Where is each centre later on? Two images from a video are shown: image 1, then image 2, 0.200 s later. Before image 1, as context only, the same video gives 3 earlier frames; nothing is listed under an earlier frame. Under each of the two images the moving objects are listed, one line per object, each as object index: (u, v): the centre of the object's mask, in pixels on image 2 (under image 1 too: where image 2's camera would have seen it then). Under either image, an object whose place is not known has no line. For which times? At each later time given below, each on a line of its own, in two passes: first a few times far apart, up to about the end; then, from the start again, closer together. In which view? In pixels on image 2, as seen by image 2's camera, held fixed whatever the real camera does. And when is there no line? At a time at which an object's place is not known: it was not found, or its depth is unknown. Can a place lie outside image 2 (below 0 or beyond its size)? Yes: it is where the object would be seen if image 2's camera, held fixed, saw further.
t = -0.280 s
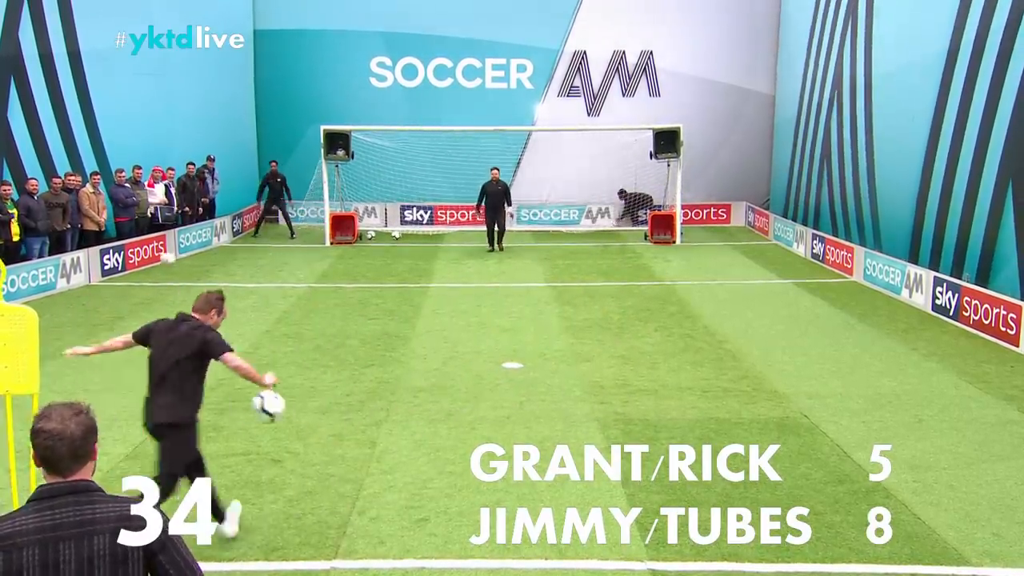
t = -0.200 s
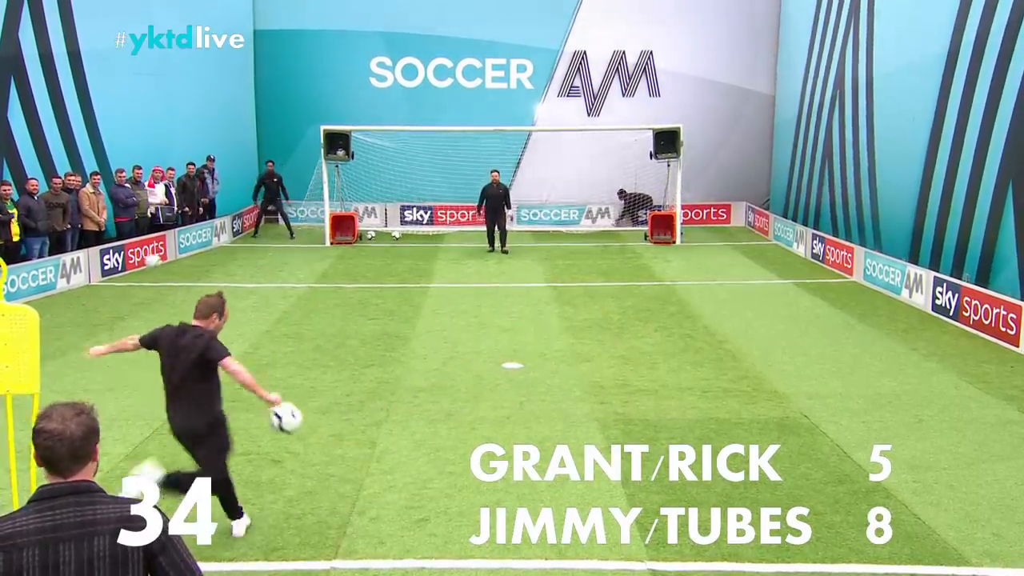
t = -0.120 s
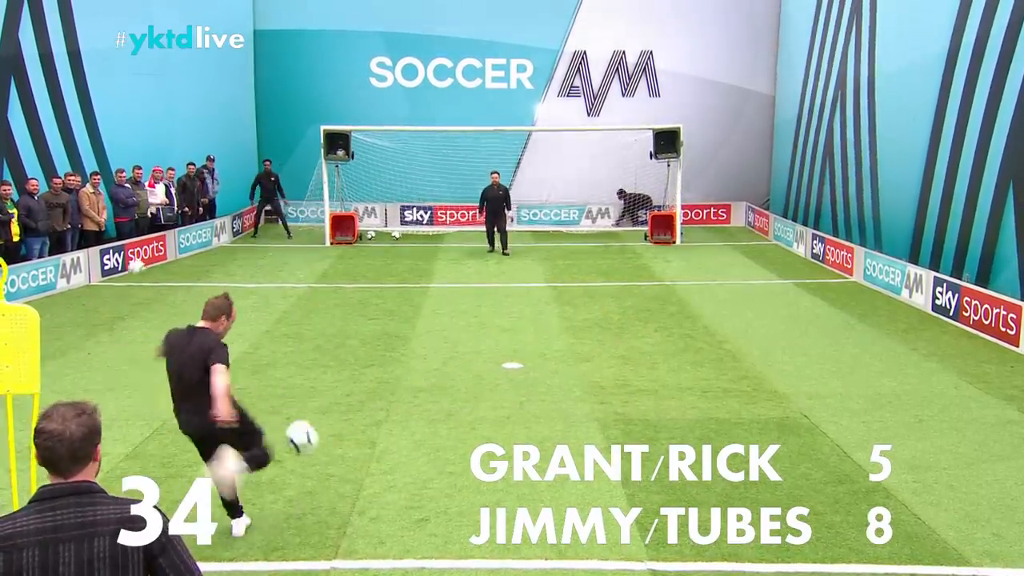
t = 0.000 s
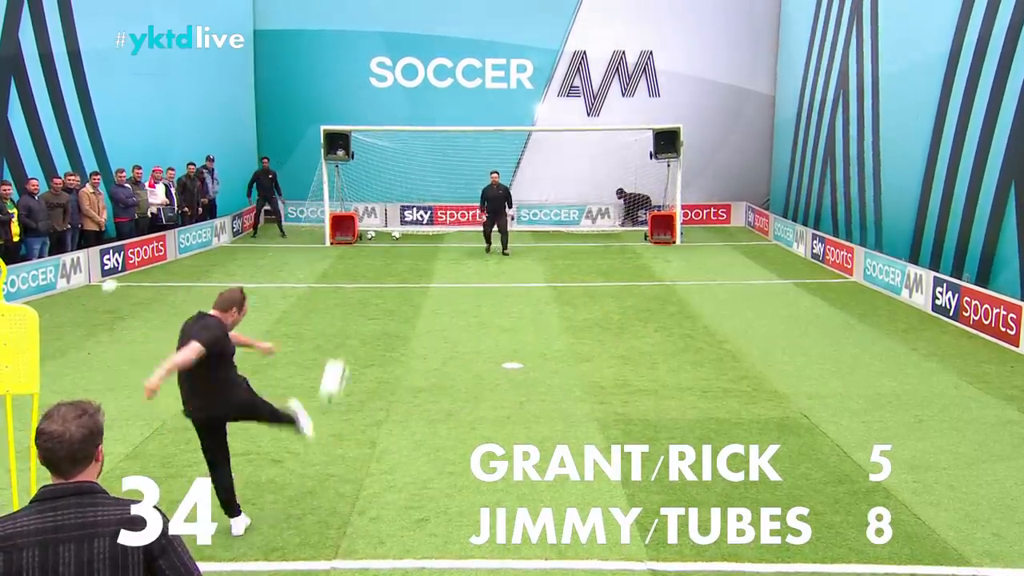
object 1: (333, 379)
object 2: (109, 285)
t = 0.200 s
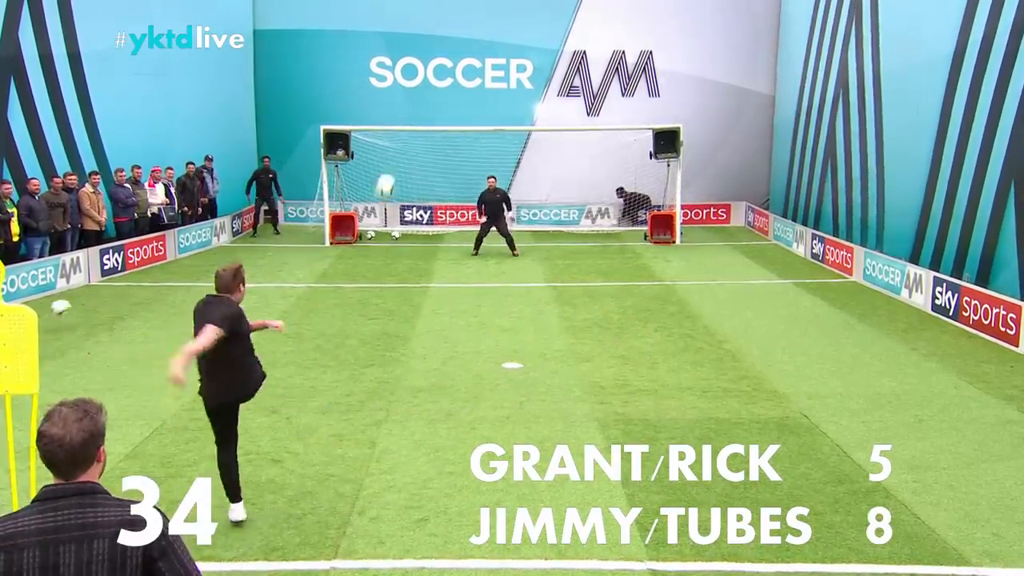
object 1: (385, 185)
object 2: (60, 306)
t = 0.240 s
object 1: (392, 165)
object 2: (50, 307)
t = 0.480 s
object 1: (425, 101)
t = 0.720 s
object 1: (449, 98)
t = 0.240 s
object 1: (392, 165)
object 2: (50, 307)
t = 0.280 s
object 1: (398, 147)
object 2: (41, 307)
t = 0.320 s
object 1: (404, 134)
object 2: (34, 306)
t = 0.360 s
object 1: (410, 122)
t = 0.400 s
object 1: (416, 113)
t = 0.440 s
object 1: (420, 106)
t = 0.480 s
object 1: (425, 101)
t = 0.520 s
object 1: (429, 97)
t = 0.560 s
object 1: (433, 96)
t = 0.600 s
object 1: (437, 94)
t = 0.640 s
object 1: (441, 95)
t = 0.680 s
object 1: (445, 95)
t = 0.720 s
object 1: (449, 98)
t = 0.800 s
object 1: (457, 105)
